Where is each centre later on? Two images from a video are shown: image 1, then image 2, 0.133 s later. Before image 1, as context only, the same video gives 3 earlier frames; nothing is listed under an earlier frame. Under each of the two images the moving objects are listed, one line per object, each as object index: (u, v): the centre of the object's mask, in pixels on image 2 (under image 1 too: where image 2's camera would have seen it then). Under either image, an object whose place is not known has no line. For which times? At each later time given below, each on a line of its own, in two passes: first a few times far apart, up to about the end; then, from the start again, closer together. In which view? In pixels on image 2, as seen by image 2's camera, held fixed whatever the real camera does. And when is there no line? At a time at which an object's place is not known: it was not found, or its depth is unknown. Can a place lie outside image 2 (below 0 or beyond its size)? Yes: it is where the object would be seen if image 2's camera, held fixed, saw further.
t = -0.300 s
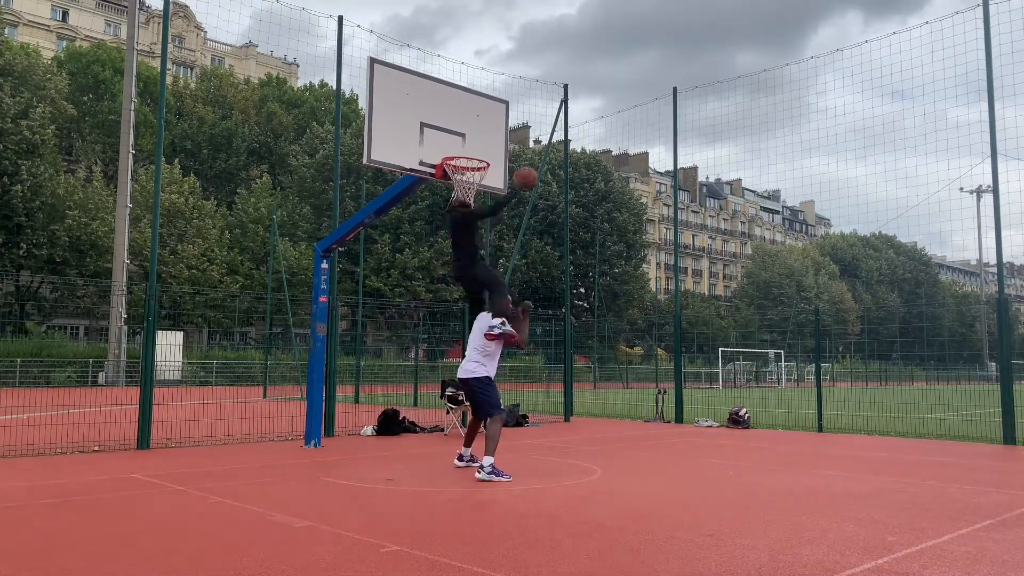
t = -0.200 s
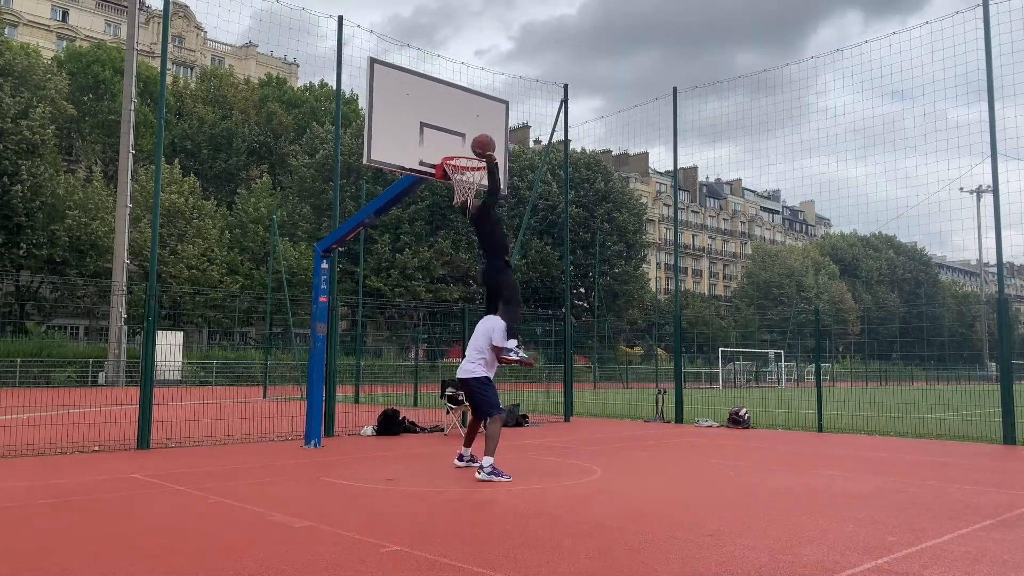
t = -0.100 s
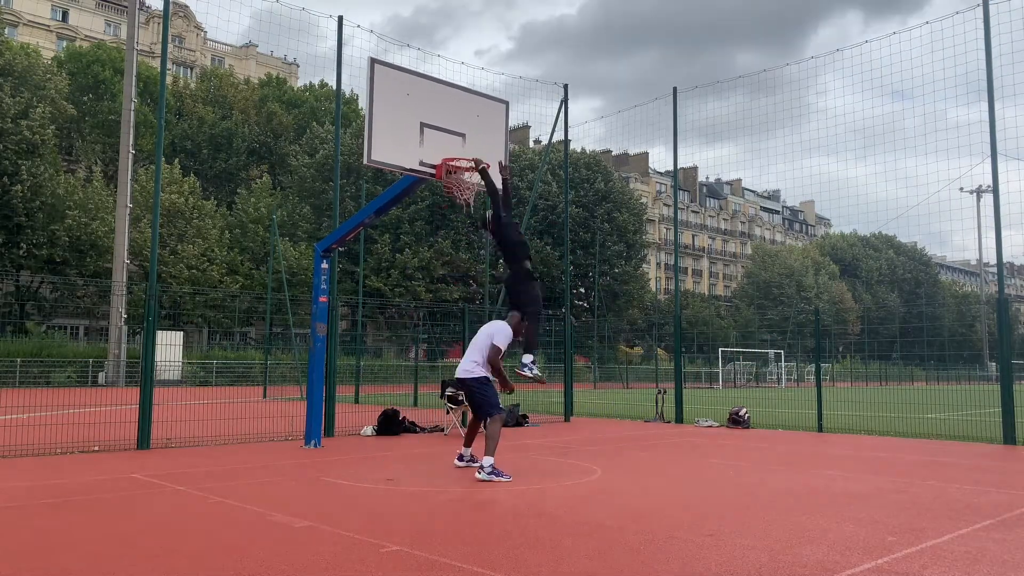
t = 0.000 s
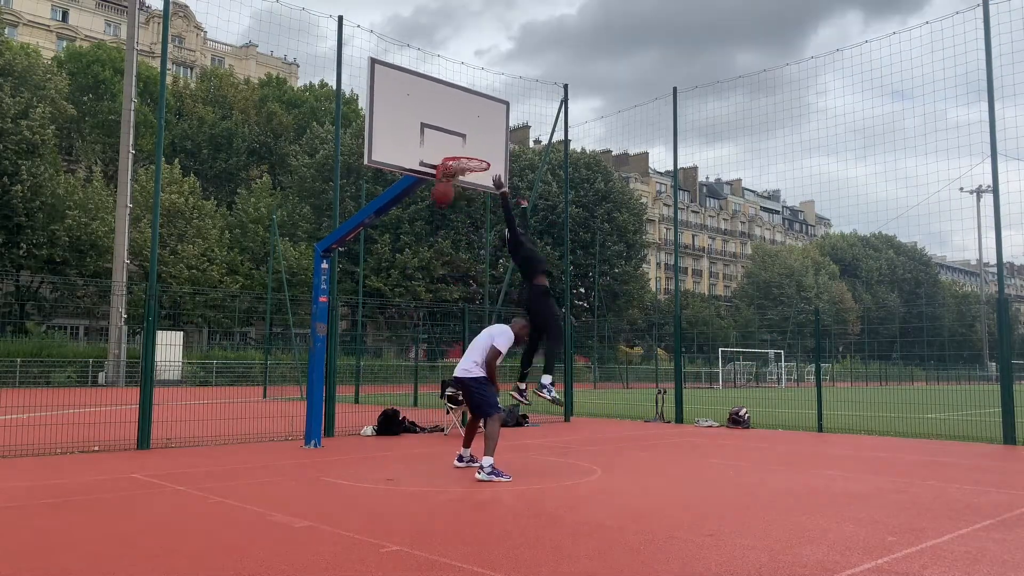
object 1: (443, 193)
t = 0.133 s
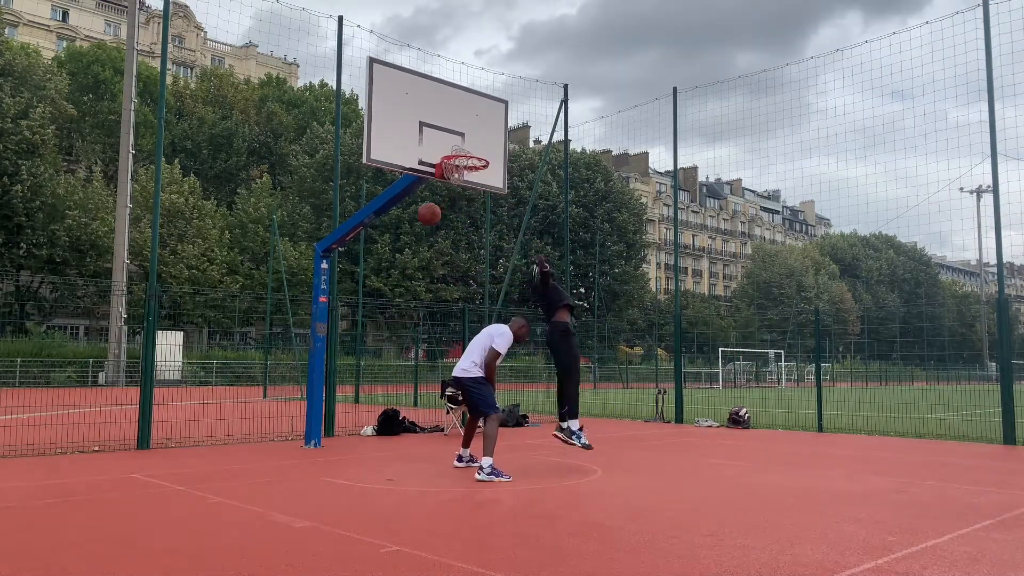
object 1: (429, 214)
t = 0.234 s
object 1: (420, 240)
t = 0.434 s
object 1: (398, 321)
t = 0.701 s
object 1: (374, 429)
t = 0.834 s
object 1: (380, 368)
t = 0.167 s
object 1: (426, 222)
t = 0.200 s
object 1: (423, 230)
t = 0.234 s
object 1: (420, 240)
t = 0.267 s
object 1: (416, 251)
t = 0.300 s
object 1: (412, 262)
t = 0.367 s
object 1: (405, 290)
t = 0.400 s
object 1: (402, 305)
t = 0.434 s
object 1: (398, 321)
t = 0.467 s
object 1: (394, 338)
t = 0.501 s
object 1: (391, 356)
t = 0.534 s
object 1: (387, 375)
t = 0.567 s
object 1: (383, 395)
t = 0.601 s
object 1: (379, 418)
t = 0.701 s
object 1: (374, 429)
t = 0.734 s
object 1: (375, 412)
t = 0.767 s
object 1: (377, 396)
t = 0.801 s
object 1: (378, 381)
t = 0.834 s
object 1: (380, 368)
